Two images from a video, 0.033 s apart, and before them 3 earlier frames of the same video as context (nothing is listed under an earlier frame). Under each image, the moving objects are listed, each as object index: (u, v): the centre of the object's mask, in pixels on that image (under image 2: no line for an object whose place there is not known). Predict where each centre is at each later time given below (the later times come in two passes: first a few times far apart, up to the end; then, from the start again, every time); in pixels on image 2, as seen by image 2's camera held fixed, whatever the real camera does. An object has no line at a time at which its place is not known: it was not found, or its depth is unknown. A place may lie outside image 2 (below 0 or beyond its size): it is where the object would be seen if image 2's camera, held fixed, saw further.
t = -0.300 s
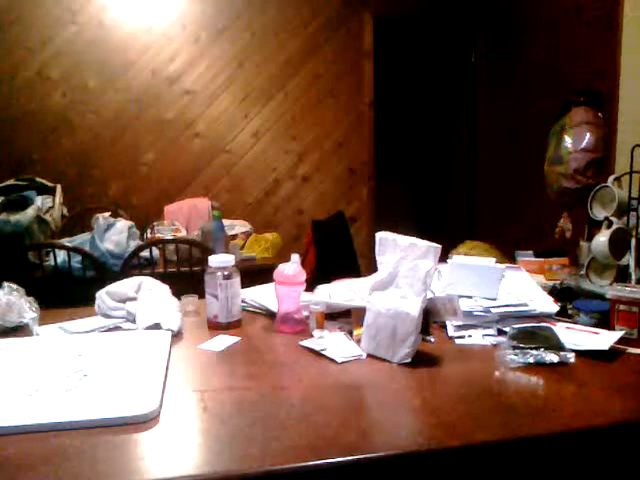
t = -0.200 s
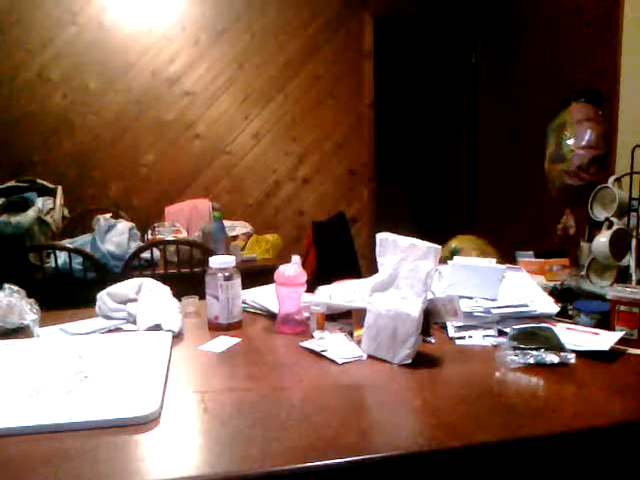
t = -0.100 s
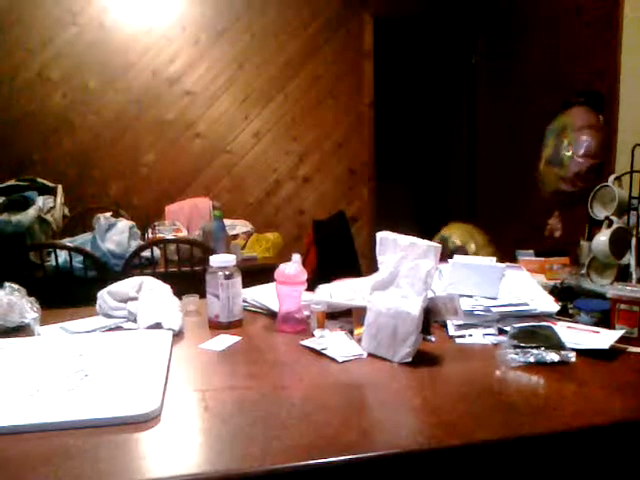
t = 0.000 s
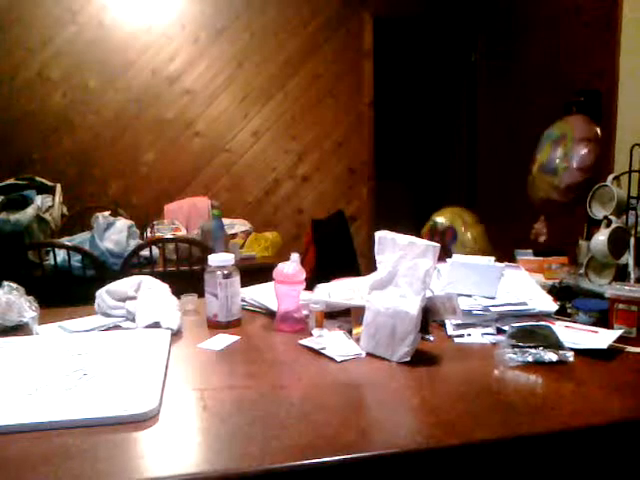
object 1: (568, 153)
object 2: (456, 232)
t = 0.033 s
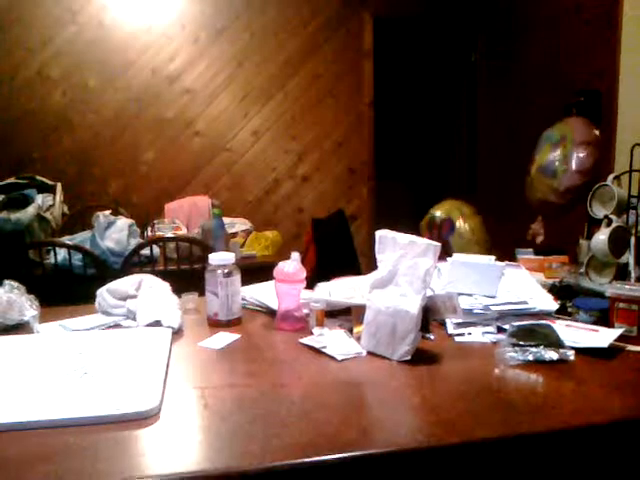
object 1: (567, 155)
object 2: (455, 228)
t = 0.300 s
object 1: (557, 157)
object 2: (442, 220)
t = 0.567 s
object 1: (547, 144)
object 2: (428, 220)
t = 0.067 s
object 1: (565, 157)
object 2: (453, 224)
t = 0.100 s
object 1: (564, 158)
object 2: (451, 219)
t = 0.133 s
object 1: (563, 157)
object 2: (449, 217)
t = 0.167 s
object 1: (561, 156)
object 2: (448, 218)
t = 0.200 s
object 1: (561, 155)
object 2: (445, 218)
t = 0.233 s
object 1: (561, 156)
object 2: (444, 219)
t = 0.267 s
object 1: (558, 158)
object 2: (443, 220)
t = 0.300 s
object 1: (557, 157)
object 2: (442, 220)
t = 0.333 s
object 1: (556, 157)
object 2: (440, 220)
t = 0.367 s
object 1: (556, 156)
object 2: (439, 220)
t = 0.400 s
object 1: (555, 155)
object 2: (437, 220)
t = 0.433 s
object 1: (554, 154)
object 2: (435, 220)
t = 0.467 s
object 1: (552, 152)
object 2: (433, 220)
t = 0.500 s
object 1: (551, 149)
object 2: (431, 221)
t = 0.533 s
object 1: (548, 147)
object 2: (430, 221)
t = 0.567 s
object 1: (547, 144)
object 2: (428, 220)
